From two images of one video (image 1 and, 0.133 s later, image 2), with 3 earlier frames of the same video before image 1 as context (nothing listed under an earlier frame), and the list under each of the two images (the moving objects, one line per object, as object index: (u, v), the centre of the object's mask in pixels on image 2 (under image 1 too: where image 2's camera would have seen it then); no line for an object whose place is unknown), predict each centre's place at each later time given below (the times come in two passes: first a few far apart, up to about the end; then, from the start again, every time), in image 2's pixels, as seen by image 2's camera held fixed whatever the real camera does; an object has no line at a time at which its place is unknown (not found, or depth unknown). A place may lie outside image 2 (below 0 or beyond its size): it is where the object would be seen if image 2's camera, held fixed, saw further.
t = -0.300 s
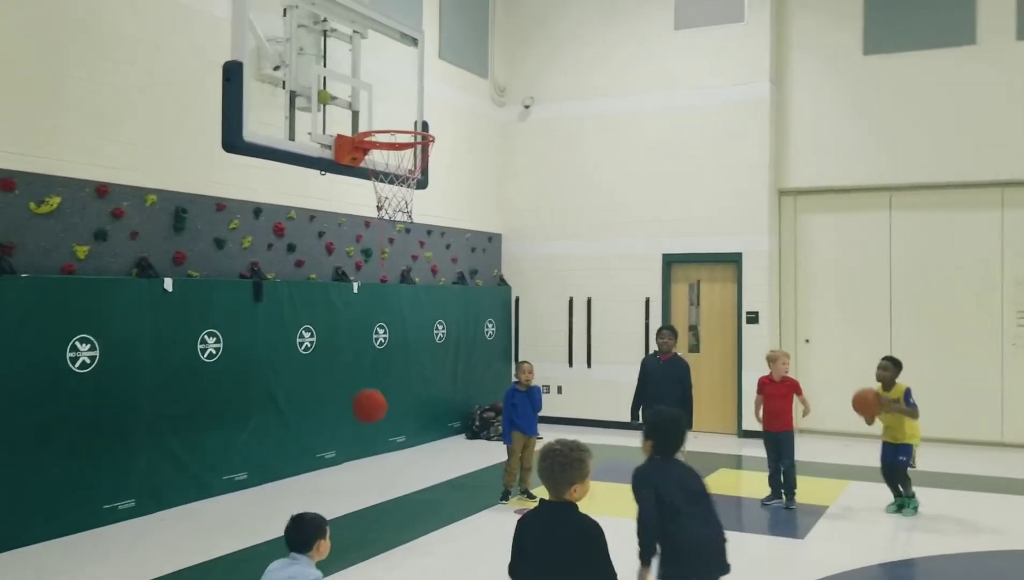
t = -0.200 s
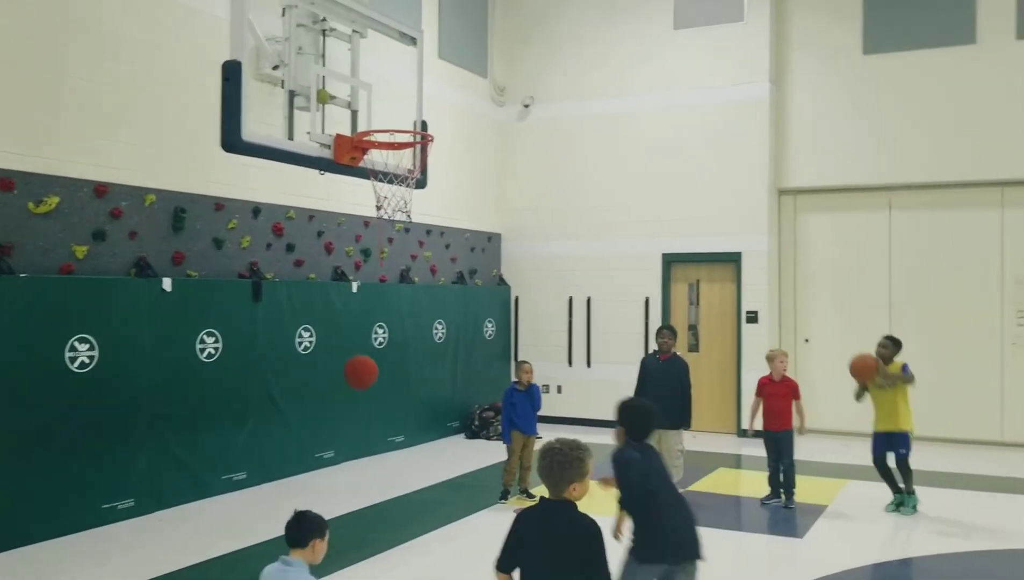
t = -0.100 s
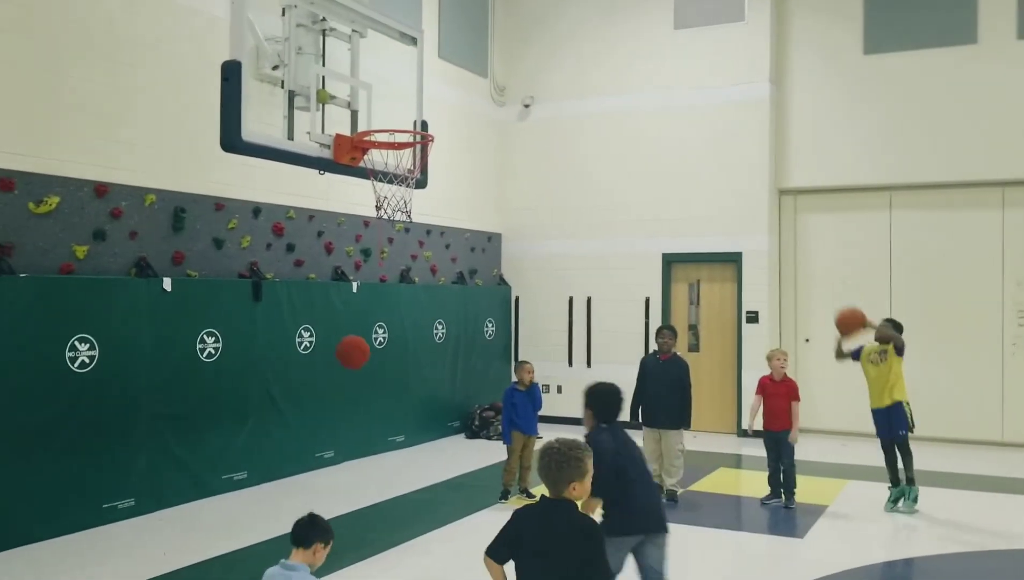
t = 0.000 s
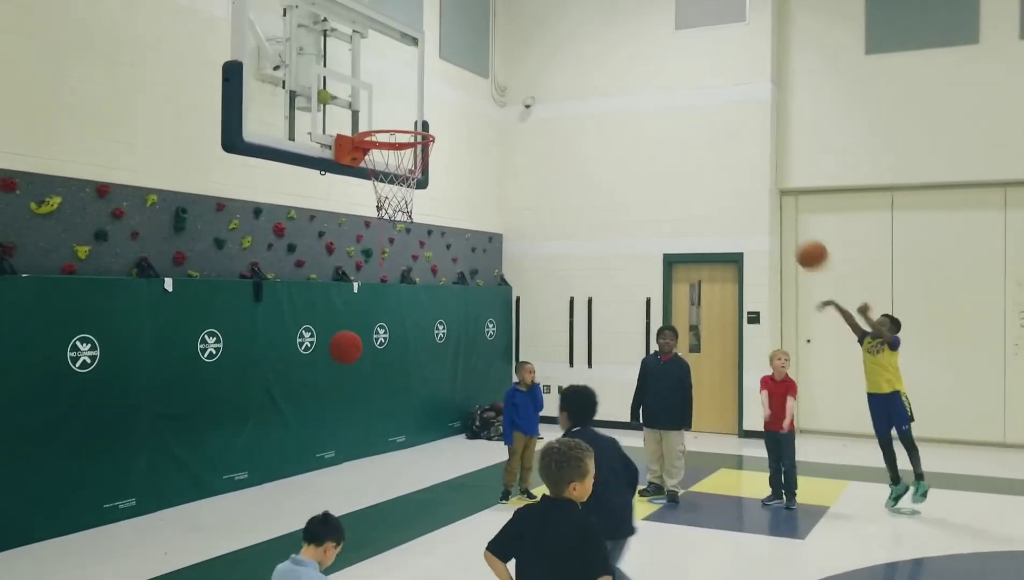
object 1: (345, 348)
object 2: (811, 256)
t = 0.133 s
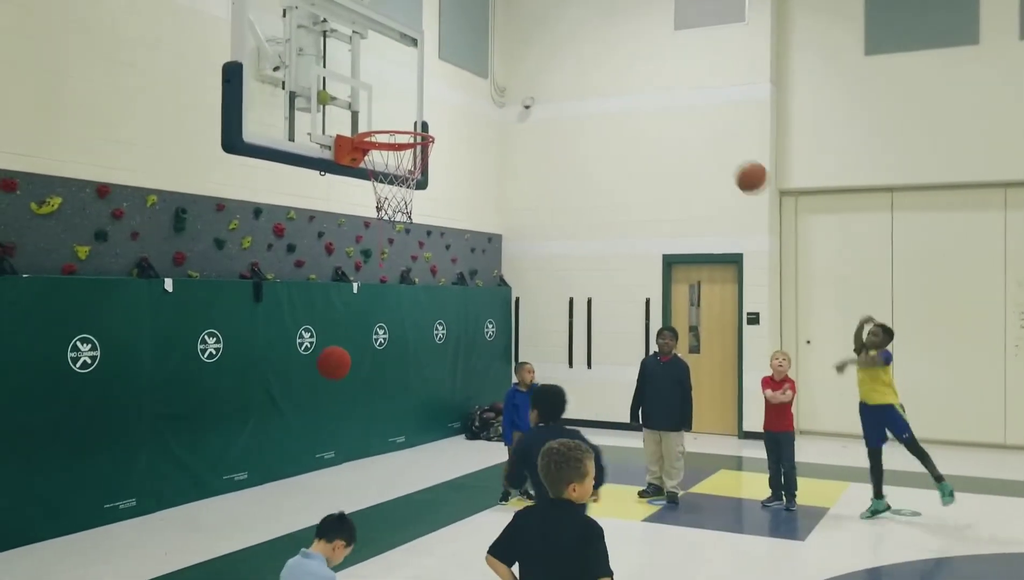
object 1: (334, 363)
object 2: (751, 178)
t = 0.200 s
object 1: (329, 380)
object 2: (719, 144)
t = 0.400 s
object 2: (617, 74)
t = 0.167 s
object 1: (331, 371)
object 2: (736, 160)
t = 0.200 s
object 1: (329, 380)
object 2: (719, 144)
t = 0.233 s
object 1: (326, 391)
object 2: (702, 130)
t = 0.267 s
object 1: (324, 404)
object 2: (685, 116)
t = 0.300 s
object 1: (322, 418)
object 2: (669, 103)
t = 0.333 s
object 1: (318, 433)
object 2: (653, 93)
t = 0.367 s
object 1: (316, 450)
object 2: (634, 83)
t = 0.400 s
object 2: (617, 74)
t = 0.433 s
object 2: (598, 67)
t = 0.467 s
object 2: (581, 62)
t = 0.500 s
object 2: (562, 57)
